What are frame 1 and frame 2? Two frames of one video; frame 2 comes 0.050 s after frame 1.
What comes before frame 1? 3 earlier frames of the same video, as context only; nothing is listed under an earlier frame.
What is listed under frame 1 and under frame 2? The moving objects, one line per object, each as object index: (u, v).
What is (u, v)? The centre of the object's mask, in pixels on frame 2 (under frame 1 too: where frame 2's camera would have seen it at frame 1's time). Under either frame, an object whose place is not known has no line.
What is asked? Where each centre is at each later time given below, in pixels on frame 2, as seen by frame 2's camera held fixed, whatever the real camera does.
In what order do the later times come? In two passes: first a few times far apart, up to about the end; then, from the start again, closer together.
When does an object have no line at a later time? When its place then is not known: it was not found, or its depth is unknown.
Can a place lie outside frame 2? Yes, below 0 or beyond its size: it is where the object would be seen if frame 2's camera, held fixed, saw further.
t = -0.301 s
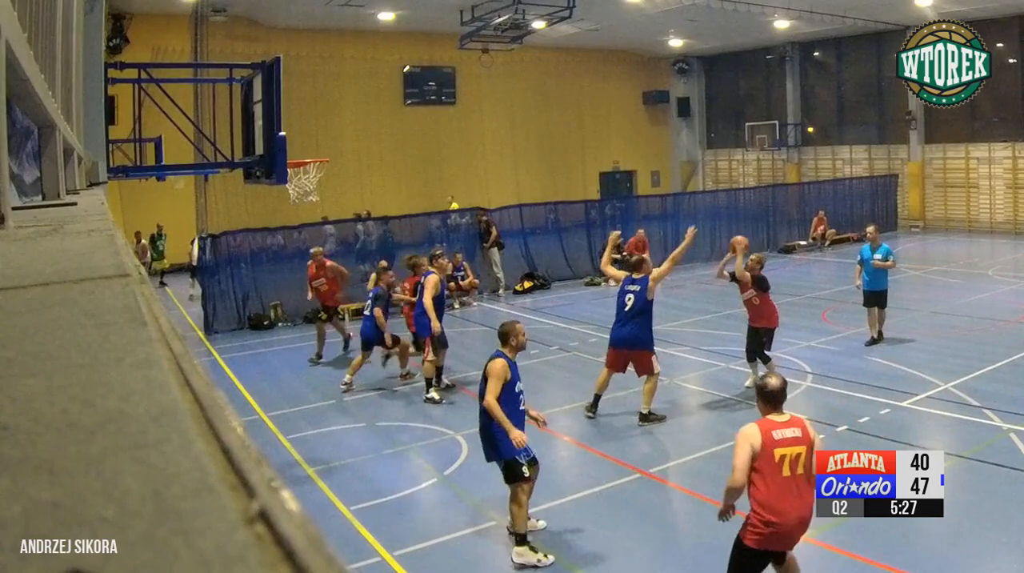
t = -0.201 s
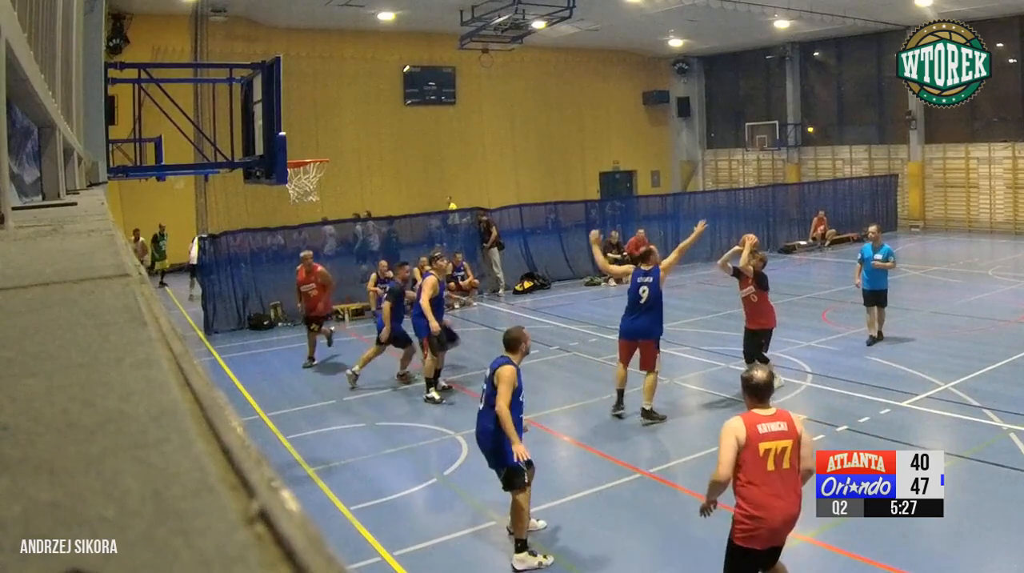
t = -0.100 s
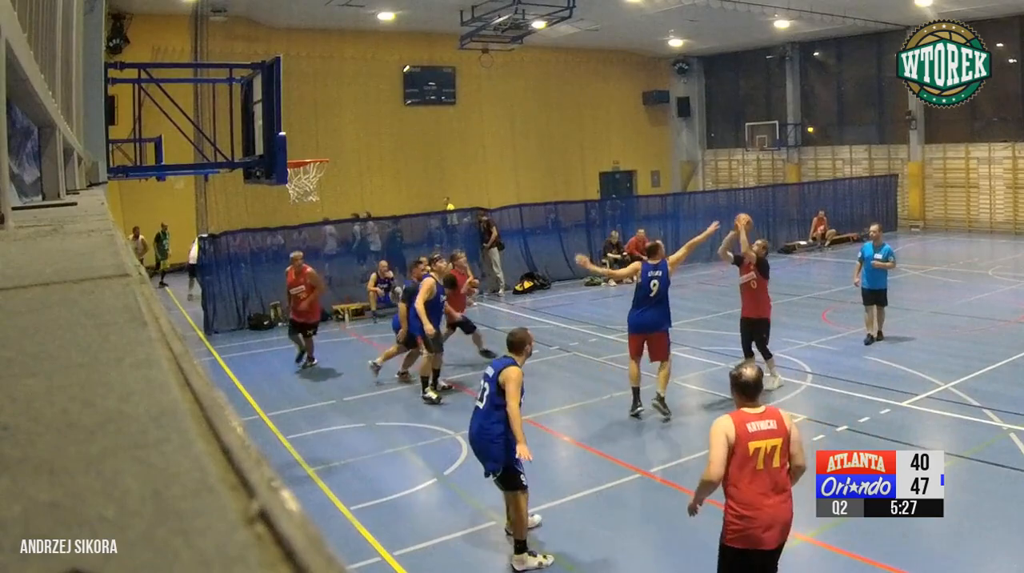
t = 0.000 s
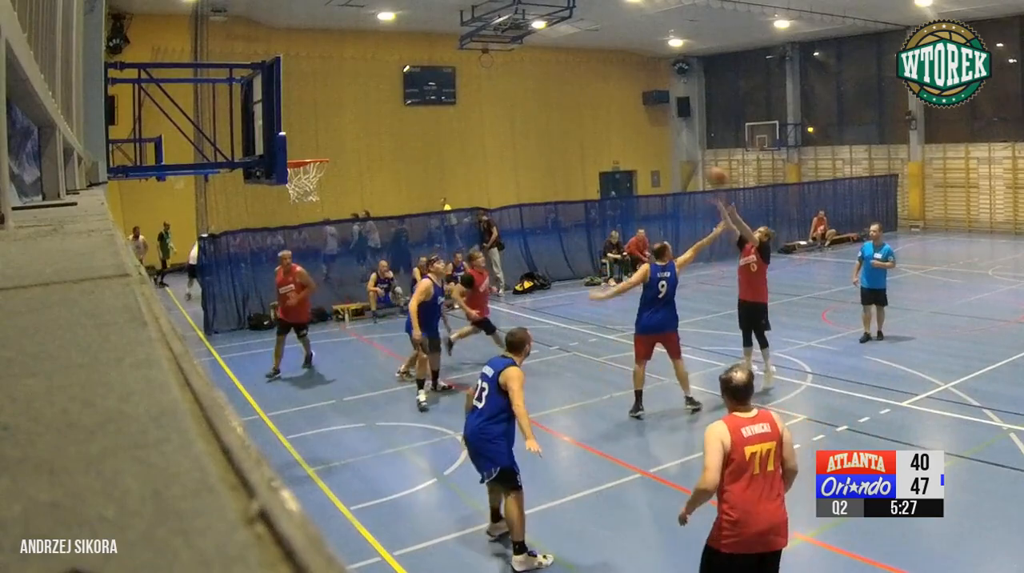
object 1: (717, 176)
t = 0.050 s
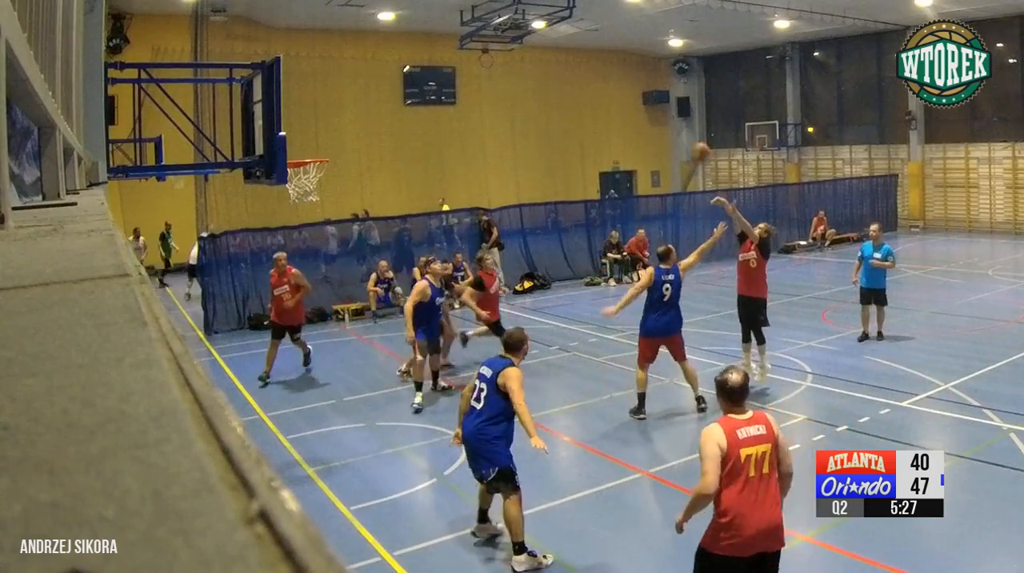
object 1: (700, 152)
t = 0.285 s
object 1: (621, 62)
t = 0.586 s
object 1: (520, 9)
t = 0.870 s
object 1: (421, 38)
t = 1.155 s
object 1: (324, 145)
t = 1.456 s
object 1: (294, 124)
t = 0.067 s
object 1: (694, 144)
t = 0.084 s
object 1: (689, 136)
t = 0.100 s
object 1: (684, 129)
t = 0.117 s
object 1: (677, 122)
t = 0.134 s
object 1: (673, 115)
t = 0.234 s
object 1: (639, 77)
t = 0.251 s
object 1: (632, 72)
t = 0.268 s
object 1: (626, 66)
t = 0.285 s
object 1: (621, 62)
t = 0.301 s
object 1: (615, 57)
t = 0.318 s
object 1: (609, 52)
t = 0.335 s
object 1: (605, 48)
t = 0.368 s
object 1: (592, 40)
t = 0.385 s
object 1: (587, 37)
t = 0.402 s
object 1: (583, 34)
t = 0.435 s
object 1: (571, 27)
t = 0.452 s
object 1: (565, 24)
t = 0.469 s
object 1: (559, 22)
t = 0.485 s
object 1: (554, 19)
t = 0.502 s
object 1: (549, 17)
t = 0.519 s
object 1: (541, 15)
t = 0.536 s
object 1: (536, 14)
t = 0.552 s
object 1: (530, 11)
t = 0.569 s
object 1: (524, 10)
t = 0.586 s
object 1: (520, 9)
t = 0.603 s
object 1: (513, 9)
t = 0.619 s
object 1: (507, 8)
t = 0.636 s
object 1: (503, 9)
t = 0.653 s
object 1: (497, 9)
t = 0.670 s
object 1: (490, 9)
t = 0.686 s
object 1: (487, 10)
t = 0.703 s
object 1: (479, 10)
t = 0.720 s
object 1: (473, 13)
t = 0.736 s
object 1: (468, 13)
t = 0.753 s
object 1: (463, 16)
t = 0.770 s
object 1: (456, 19)
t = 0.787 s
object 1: (451, 21)
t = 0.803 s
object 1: (445, 24)
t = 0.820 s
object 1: (439, 26)
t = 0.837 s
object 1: (434, 28)
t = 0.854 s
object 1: (428, 33)
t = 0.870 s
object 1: (421, 38)
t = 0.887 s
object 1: (416, 41)
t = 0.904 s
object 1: (411, 46)
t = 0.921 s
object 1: (404, 51)
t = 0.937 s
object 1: (399, 56)
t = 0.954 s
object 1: (393, 60)
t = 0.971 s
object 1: (387, 66)
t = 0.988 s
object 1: (382, 72)
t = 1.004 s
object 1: (376, 77)
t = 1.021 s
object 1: (370, 84)
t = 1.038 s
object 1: (364, 90)
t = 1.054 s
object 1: (358, 97)
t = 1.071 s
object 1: (352, 105)
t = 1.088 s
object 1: (346, 112)
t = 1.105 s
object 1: (341, 120)
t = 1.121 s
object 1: (335, 129)
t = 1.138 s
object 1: (330, 137)
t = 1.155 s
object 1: (324, 145)
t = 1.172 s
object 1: (320, 150)
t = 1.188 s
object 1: (318, 147)
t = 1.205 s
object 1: (317, 143)
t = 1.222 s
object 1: (315, 140)
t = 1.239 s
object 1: (313, 137)
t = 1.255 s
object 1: (312, 135)
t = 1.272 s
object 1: (310, 132)
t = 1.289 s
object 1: (308, 130)
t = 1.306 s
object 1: (307, 128)
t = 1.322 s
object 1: (305, 126)
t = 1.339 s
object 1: (304, 125)
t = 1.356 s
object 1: (302, 124)
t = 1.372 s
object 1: (301, 123)
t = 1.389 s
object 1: (299, 123)
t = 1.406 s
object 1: (298, 122)
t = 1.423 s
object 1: (297, 123)
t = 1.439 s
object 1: (295, 123)
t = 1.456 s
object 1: (294, 124)
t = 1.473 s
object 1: (293, 125)
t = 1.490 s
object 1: (292, 125)
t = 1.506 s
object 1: (291, 126)
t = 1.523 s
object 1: (290, 128)
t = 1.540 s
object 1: (290, 130)
